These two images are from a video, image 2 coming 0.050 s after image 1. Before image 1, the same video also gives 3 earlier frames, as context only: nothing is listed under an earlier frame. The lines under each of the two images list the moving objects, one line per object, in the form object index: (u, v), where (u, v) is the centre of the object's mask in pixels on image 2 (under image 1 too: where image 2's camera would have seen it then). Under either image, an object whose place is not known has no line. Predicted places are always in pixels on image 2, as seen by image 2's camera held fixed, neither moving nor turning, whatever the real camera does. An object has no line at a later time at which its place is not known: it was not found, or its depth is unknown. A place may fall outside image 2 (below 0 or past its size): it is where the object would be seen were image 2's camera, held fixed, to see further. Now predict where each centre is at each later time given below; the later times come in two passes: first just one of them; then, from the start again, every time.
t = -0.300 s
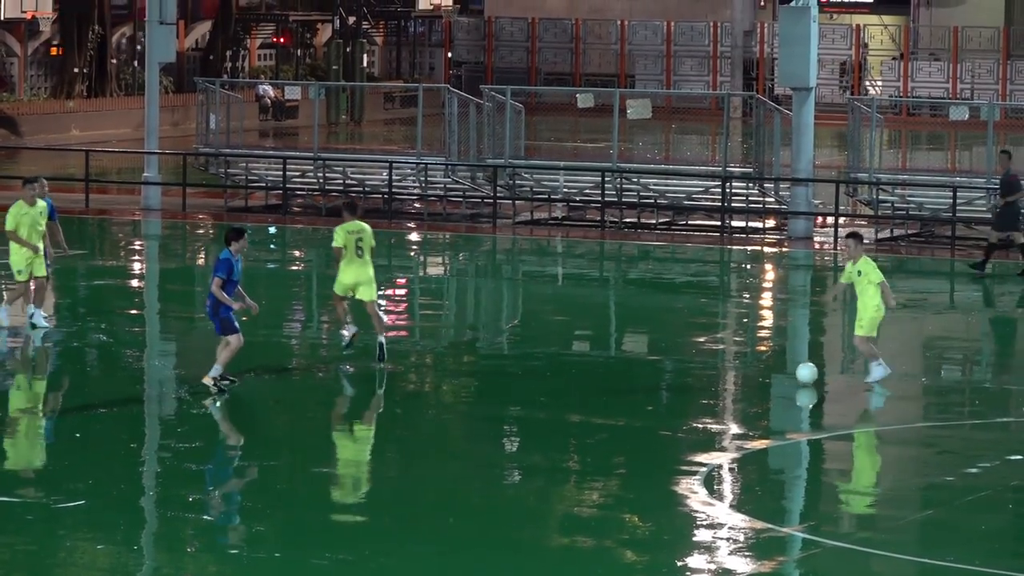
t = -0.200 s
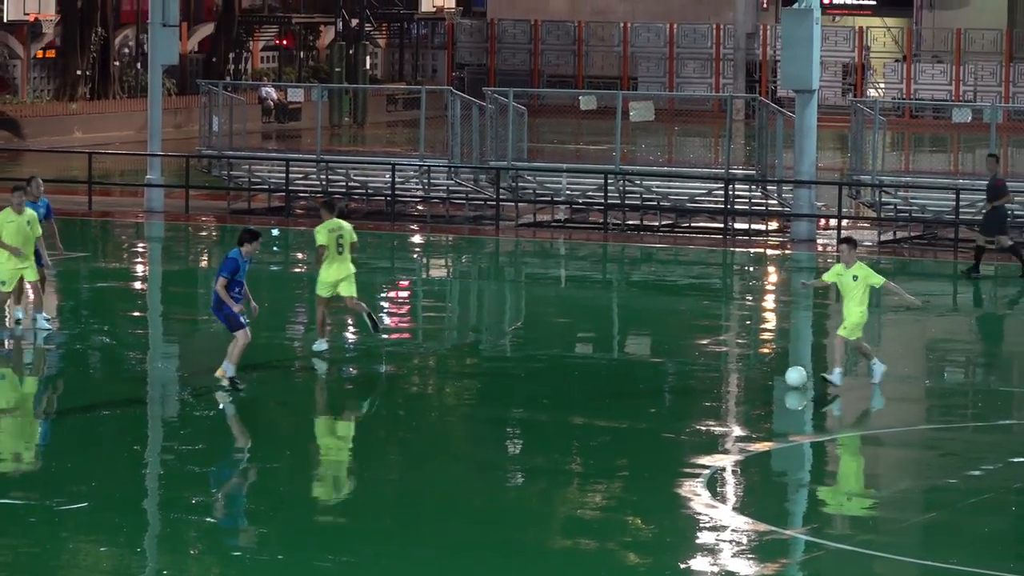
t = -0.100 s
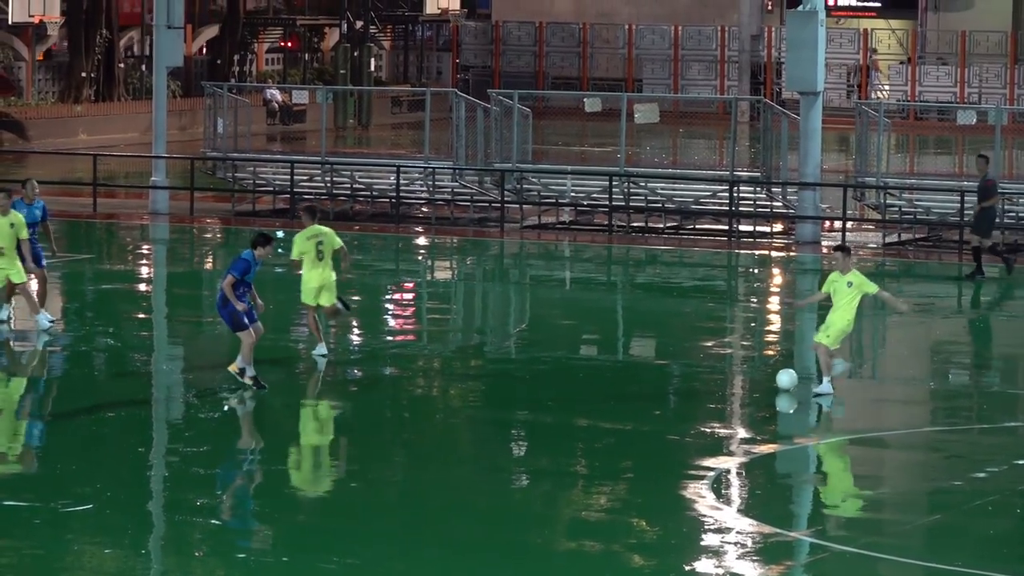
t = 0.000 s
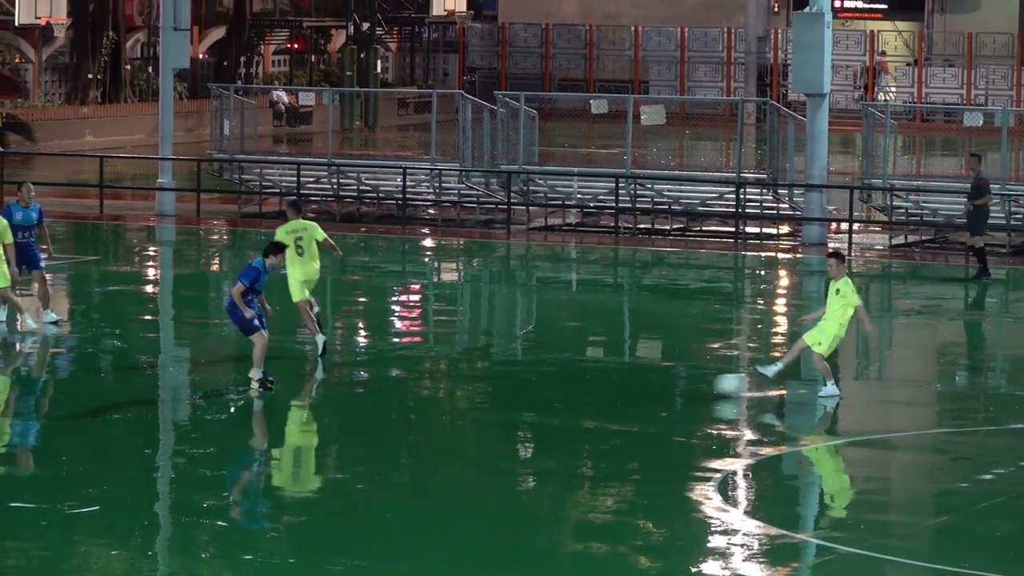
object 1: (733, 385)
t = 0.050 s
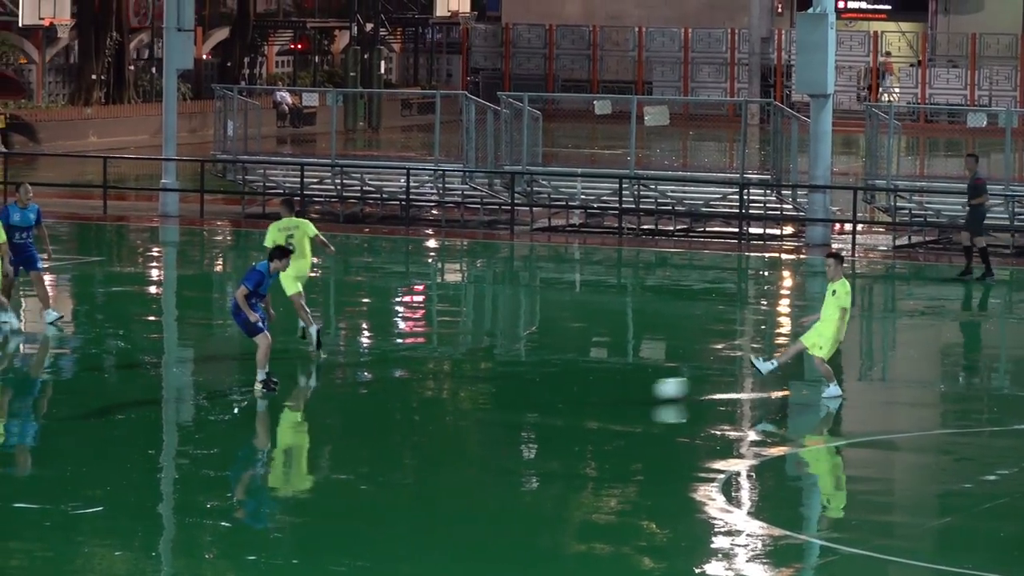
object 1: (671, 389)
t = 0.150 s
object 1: (543, 397)
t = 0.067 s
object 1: (649, 390)
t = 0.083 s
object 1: (627, 392)
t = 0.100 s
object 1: (607, 394)
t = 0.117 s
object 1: (585, 395)
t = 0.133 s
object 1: (564, 395)
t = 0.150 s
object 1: (543, 397)
